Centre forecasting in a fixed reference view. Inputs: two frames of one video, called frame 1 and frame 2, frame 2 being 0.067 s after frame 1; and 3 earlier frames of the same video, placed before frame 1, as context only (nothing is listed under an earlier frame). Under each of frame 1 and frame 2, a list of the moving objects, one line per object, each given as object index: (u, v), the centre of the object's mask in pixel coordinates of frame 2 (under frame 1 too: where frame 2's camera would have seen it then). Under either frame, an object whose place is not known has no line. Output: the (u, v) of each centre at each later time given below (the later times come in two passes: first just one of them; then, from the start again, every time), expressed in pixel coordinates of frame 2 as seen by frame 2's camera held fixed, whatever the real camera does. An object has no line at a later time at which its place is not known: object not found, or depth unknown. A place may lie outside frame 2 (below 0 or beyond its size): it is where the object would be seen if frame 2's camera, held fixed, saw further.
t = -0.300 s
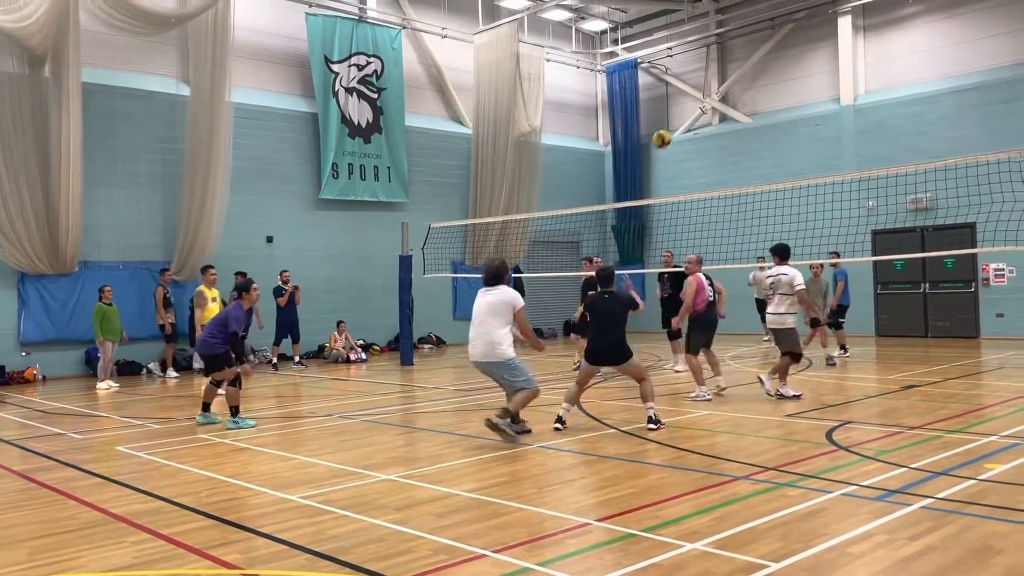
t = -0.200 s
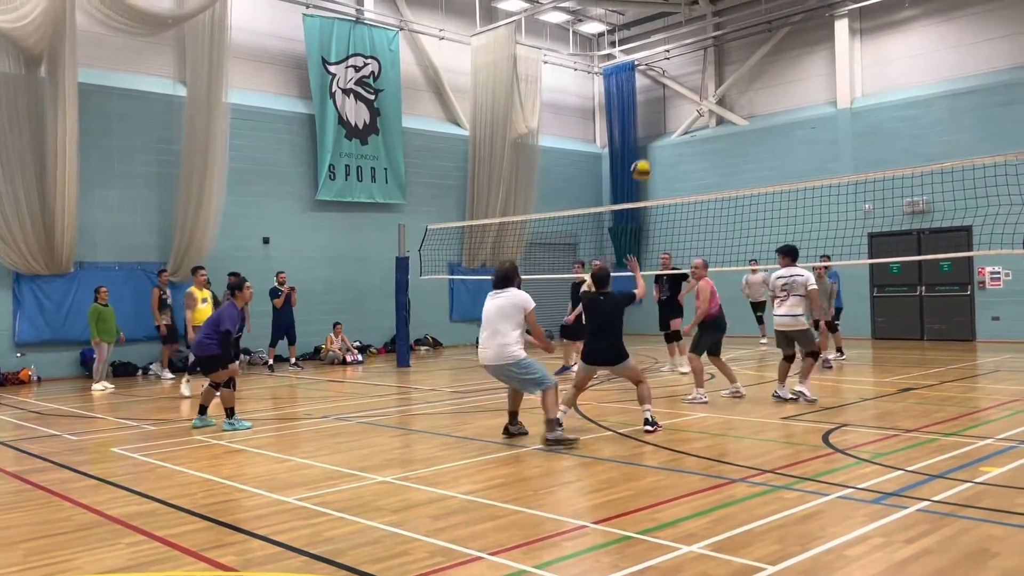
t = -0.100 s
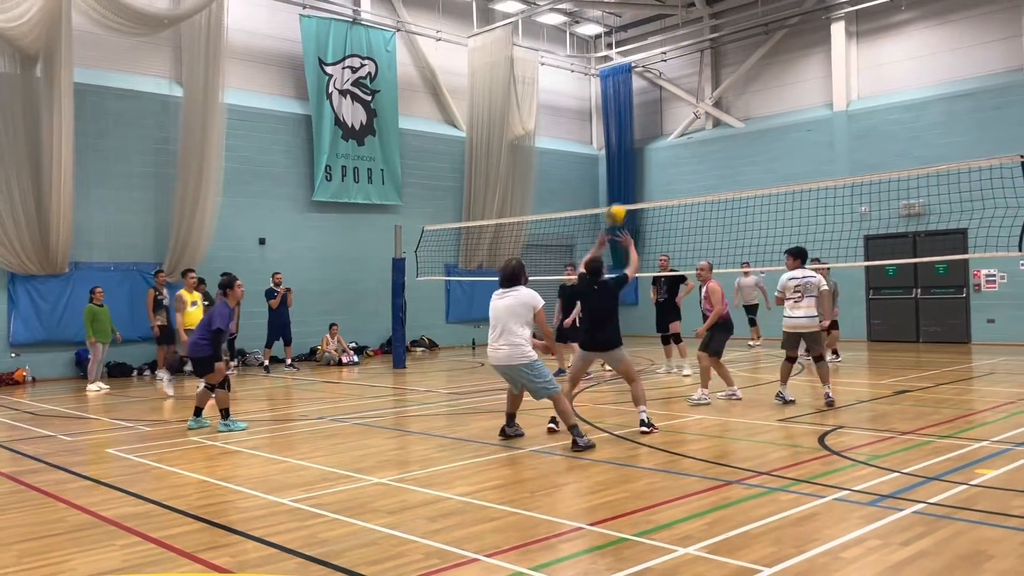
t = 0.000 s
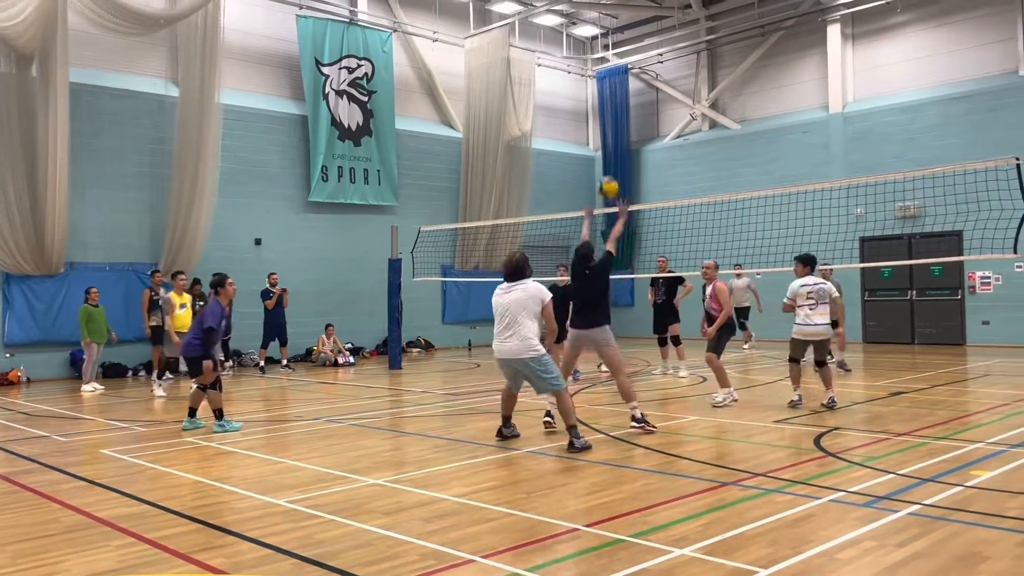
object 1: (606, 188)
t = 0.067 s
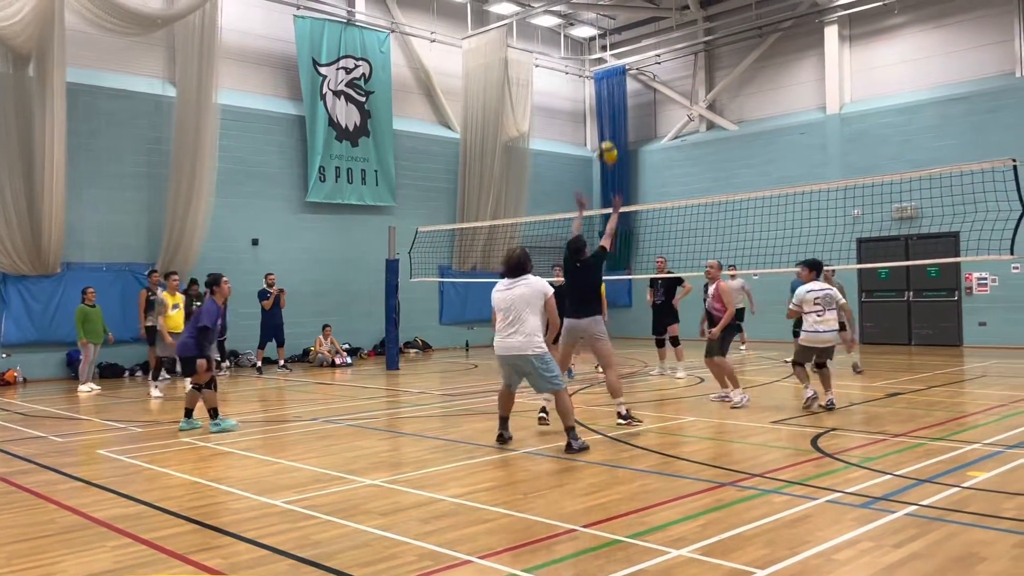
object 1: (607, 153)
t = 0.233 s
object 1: (609, 87)
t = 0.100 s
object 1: (607, 137)
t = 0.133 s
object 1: (607, 123)
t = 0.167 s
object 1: (608, 109)
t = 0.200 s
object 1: (608, 97)
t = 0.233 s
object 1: (609, 87)
